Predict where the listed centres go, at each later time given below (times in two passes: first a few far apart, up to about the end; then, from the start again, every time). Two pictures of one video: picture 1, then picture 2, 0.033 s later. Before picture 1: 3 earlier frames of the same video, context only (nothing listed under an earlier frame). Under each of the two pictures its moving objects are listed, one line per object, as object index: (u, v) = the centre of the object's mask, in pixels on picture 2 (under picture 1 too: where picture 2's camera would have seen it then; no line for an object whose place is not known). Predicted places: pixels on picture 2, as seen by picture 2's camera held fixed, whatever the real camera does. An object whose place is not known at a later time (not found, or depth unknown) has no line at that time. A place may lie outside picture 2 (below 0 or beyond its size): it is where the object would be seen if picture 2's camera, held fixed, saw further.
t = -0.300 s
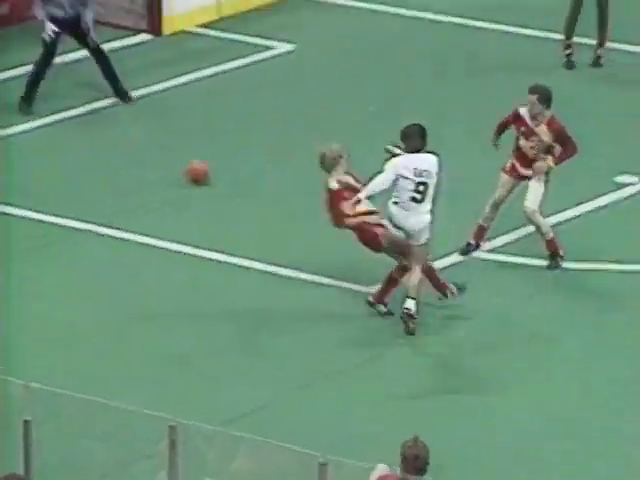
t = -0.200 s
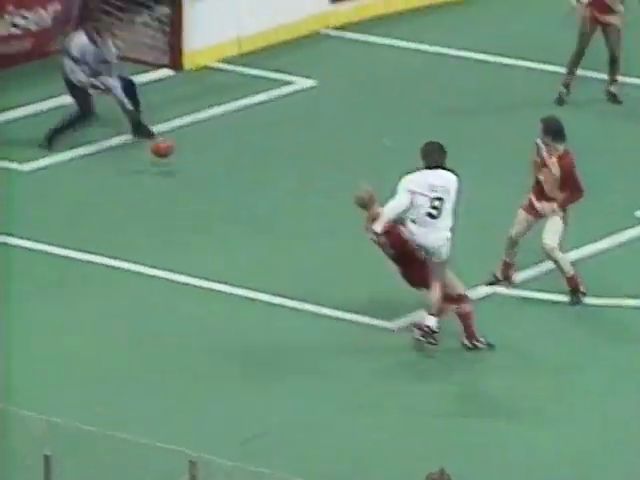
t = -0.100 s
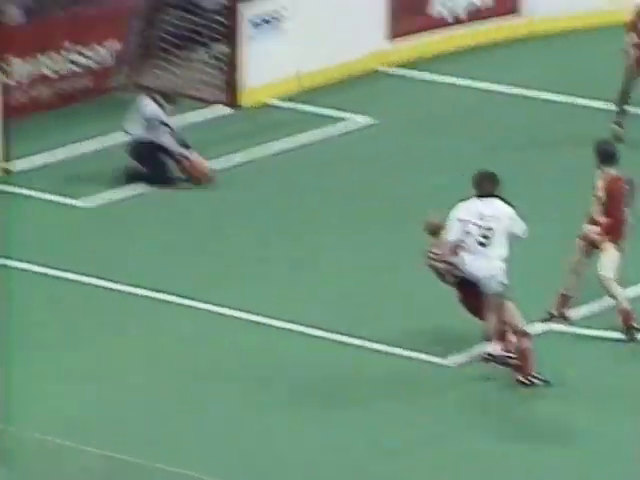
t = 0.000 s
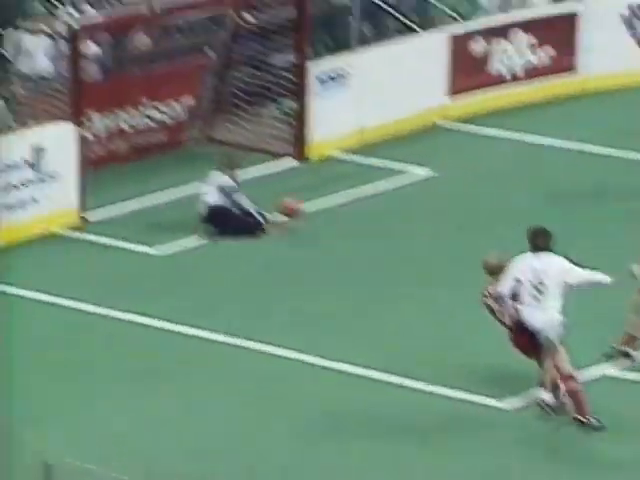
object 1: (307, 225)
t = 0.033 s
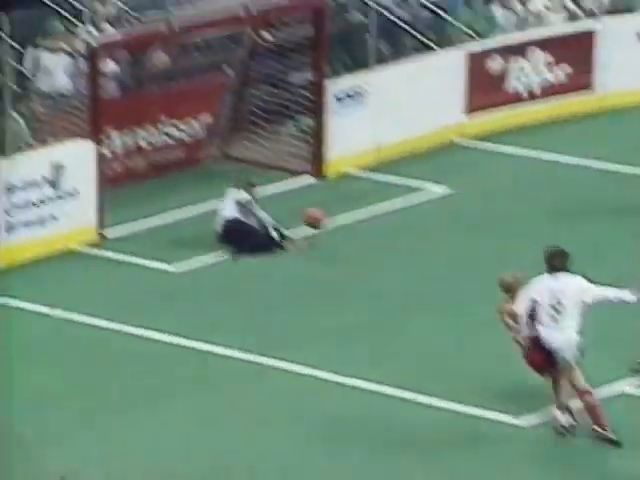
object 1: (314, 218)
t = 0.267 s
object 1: (364, 197)
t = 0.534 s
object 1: (419, 231)
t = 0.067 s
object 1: (322, 212)
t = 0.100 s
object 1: (330, 208)
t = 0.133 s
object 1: (335, 203)
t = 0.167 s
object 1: (342, 201)
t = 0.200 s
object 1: (350, 198)
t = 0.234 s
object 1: (357, 197)
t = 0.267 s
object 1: (364, 197)
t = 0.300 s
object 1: (370, 198)
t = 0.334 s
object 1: (378, 199)
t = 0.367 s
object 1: (385, 202)
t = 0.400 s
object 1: (392, 206)
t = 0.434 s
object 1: (399, 210)
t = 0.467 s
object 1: (405, 218)
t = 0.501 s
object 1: (413, 223)
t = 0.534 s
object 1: (419, 231)
